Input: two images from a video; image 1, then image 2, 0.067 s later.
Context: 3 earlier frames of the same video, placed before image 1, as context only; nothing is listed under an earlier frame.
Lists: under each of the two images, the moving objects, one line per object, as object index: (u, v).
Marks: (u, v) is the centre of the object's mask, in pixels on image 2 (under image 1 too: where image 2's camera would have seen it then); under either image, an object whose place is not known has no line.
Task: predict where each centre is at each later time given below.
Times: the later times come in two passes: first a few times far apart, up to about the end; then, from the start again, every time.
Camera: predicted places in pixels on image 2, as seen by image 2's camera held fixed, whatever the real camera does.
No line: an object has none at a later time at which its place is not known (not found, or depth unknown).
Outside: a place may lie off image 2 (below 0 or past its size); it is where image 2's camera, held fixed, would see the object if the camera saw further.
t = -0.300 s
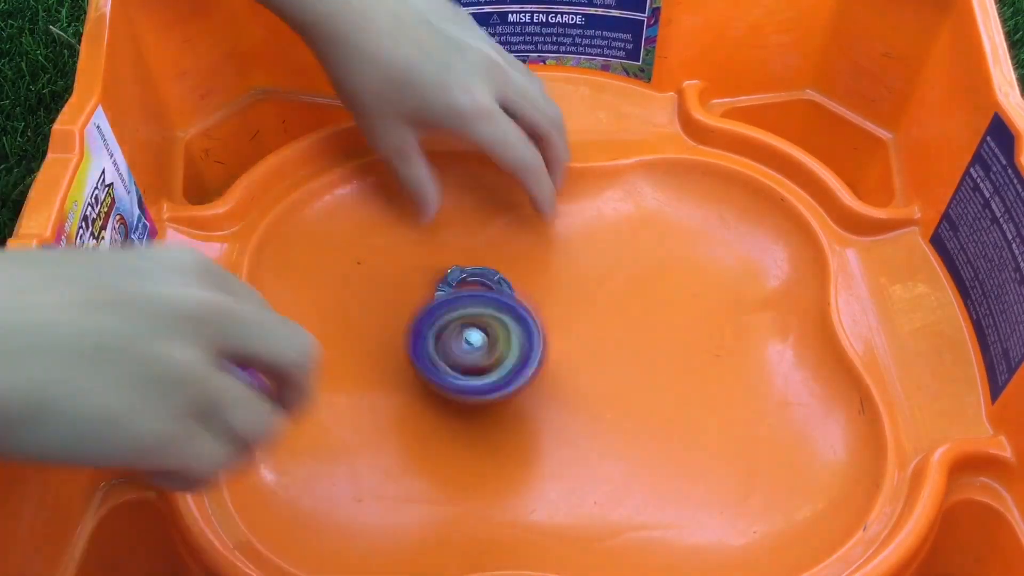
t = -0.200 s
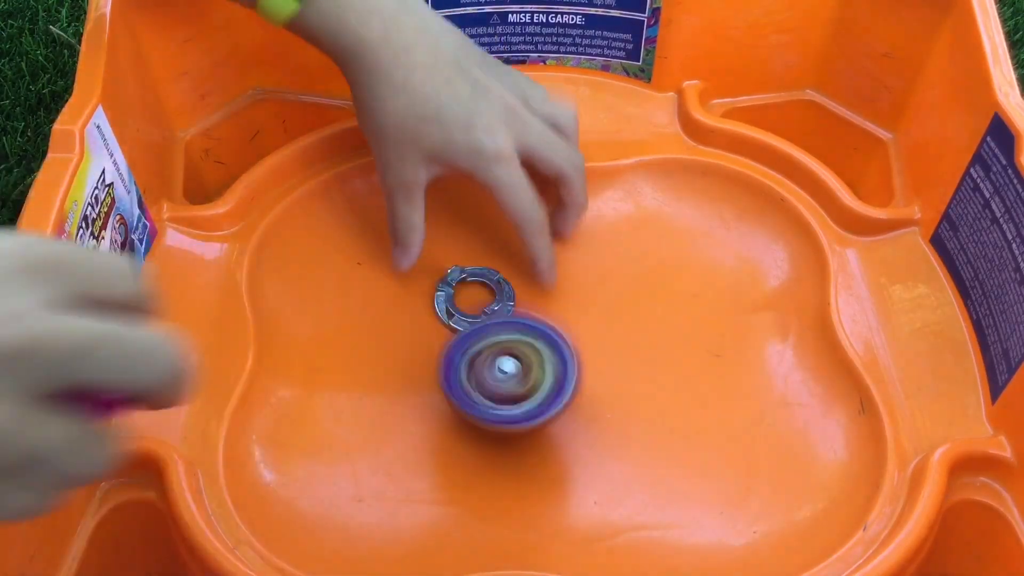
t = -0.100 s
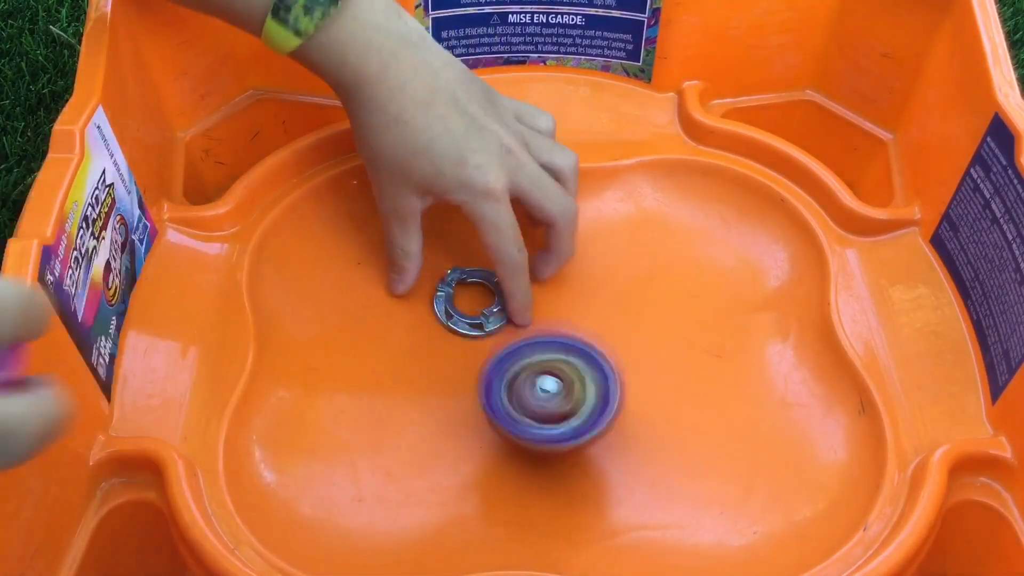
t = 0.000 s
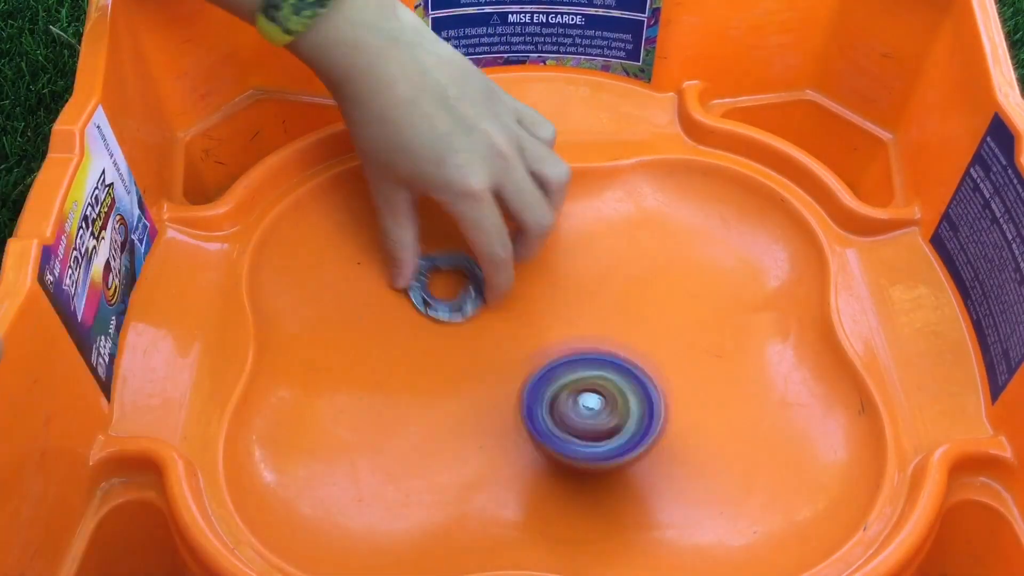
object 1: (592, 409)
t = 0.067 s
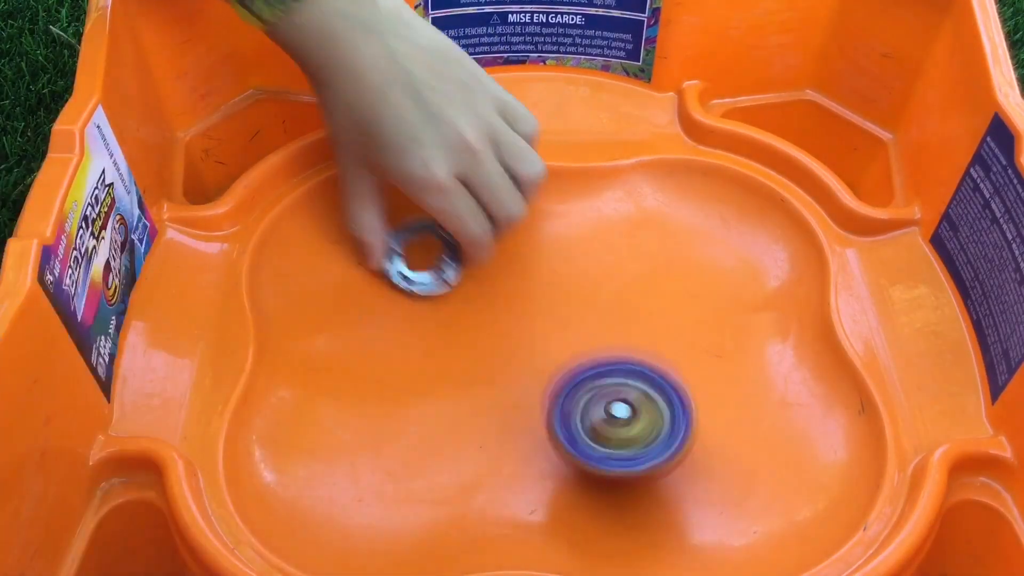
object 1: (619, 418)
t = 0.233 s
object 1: (669, 417)
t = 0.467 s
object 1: (660, 378)
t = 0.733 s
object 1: (569, 333)
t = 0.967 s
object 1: (471, 305)
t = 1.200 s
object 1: (412, 301)
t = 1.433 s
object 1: (432, 311)
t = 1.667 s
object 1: (499, 325)
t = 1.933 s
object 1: (582, 342)
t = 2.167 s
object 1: (627, 361)
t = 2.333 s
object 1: (623, 375)
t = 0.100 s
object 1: (633, 420)
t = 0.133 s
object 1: (644, 422)
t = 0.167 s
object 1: (654, 421)
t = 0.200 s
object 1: (664, 419)
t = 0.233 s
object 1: (669, 417)
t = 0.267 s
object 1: (674, 413)
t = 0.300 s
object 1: (675, 408)
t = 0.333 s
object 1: (676, 403)
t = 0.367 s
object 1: (675, 397)
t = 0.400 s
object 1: (670, 391)
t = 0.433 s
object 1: (668, 385)
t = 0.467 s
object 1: (660, 378)
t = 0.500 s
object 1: (652, 372)
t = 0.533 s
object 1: (643, 365)
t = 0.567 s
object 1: (630, 359)
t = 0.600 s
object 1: (619, 353)
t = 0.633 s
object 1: (607, 347)
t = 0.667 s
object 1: (593, 342)
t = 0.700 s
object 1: (581, 337)
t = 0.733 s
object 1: (569, 333)
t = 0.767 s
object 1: (555, 327)
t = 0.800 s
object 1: (541, 323)
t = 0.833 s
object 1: (524, 319)
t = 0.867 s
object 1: (511, 315)
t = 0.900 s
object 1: (497, 310)
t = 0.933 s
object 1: (482, 307)
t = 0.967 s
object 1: (471, 305)
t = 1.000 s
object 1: (458, 303)
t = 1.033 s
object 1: (447, 301)
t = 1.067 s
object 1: (439, 300)
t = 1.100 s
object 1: (428, 299)
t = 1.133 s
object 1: (422, 300)
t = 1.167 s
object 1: (417, 300)
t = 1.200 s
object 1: (412, 301)
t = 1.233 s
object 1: (411, 302)
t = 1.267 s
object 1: (410, 304)
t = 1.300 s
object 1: (412, 305)
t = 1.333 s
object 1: (415, 306)
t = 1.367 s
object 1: (417, 308)
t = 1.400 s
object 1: (424, 310)
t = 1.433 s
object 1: (432, 311)
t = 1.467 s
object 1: (438, 314)
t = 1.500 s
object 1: (447, 316)
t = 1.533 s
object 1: (454, 318)
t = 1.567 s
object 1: (466, 319)
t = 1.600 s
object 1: (478, 321)
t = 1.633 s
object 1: (488, 324)
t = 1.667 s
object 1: (499, 325)
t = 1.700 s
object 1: (508, 327)
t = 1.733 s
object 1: (522, 328)
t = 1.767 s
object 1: (531, 329)
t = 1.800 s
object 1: (541, 332)
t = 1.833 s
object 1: (551, 334)
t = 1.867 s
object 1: (559, 337)
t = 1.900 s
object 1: (571, 340)
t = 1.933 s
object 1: (582, 342)
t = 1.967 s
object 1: (593, 346)
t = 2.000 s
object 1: (602, 349)
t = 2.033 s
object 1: (608, 351)
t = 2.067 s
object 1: (615, 354)
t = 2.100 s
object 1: (620, 355)
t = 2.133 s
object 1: (624, 358)
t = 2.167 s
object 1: (627, 361)
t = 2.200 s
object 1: (627, 364)
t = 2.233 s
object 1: (628, 366)
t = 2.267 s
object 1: (626, 369)
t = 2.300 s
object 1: (625, 372)
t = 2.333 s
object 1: (623, 375)
